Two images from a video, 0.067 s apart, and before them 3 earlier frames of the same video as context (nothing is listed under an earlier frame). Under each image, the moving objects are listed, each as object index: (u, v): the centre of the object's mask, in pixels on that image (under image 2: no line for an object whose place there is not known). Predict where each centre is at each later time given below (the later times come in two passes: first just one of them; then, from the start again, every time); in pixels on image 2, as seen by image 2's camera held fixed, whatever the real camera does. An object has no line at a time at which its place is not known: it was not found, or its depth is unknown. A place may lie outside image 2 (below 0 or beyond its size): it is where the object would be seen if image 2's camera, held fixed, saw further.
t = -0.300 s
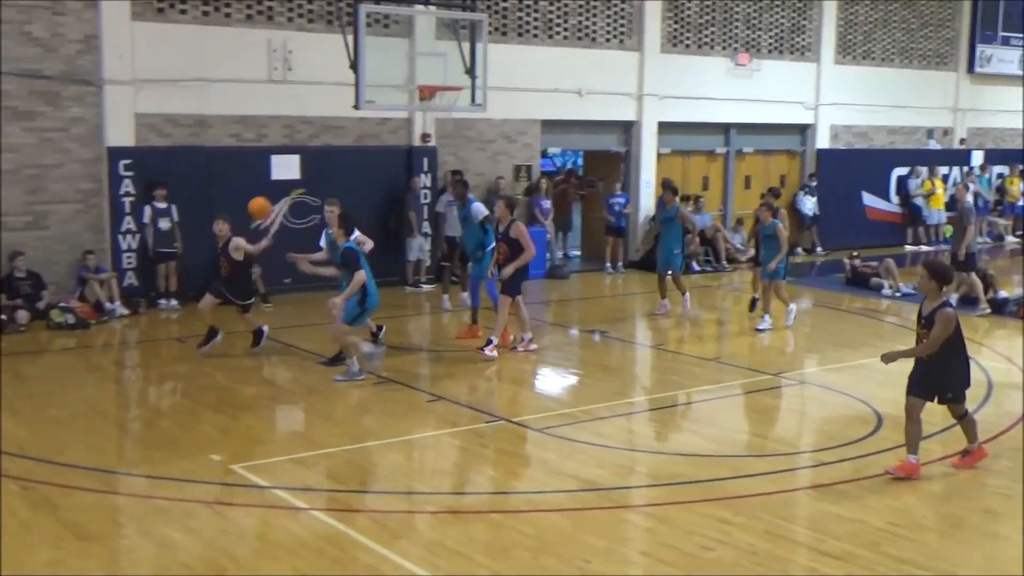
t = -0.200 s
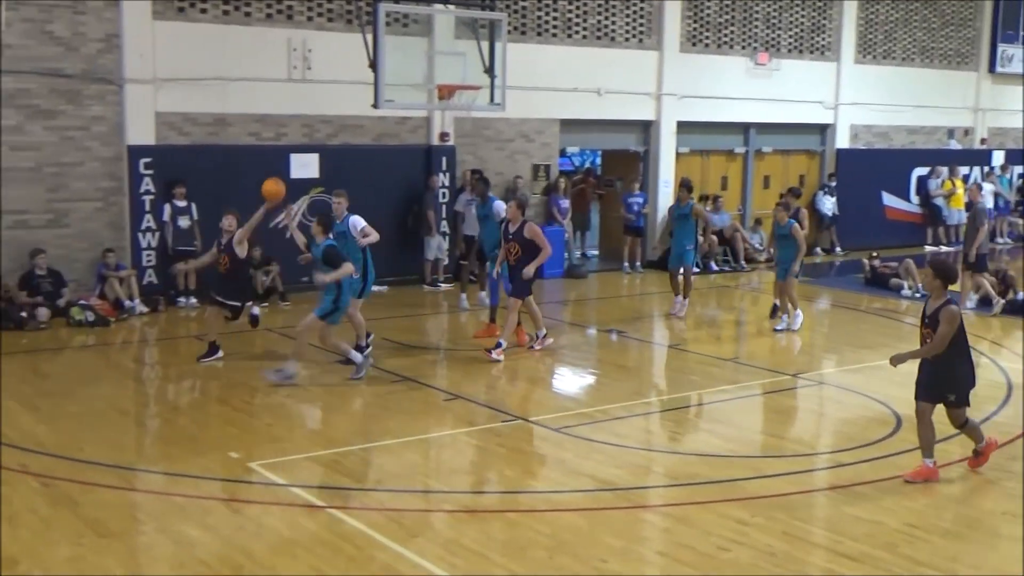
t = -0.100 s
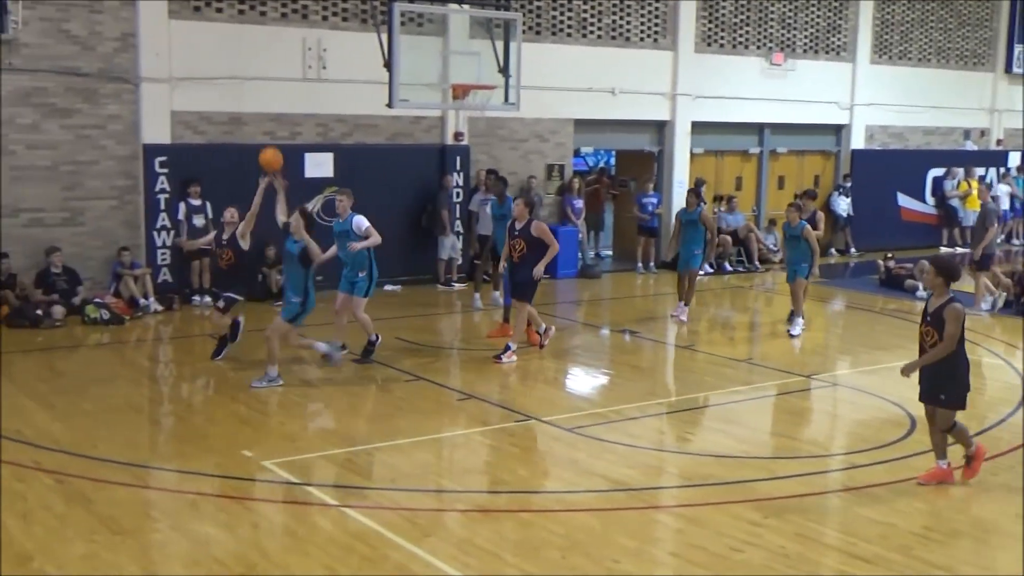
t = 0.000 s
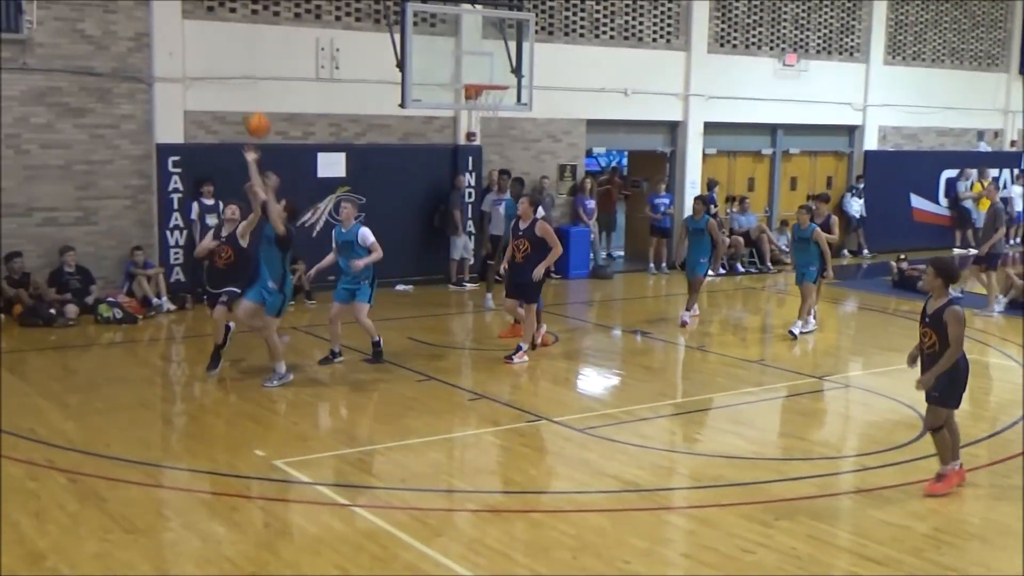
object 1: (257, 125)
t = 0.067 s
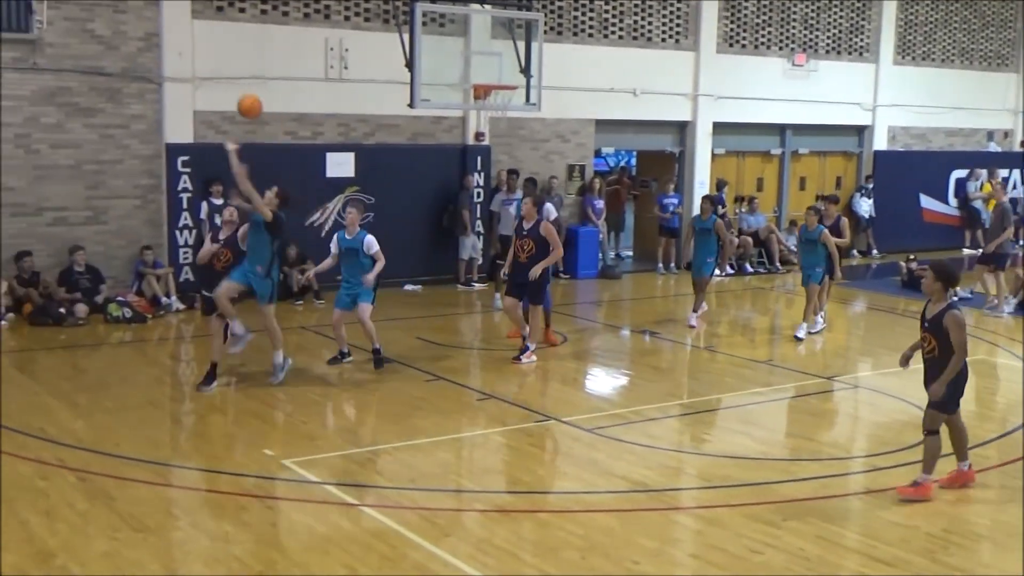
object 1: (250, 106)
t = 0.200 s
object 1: (212, 81)
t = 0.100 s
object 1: (240, 98)
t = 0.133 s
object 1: (231, 92)
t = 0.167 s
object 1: (222, 86)
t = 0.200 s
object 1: (212, 81)
